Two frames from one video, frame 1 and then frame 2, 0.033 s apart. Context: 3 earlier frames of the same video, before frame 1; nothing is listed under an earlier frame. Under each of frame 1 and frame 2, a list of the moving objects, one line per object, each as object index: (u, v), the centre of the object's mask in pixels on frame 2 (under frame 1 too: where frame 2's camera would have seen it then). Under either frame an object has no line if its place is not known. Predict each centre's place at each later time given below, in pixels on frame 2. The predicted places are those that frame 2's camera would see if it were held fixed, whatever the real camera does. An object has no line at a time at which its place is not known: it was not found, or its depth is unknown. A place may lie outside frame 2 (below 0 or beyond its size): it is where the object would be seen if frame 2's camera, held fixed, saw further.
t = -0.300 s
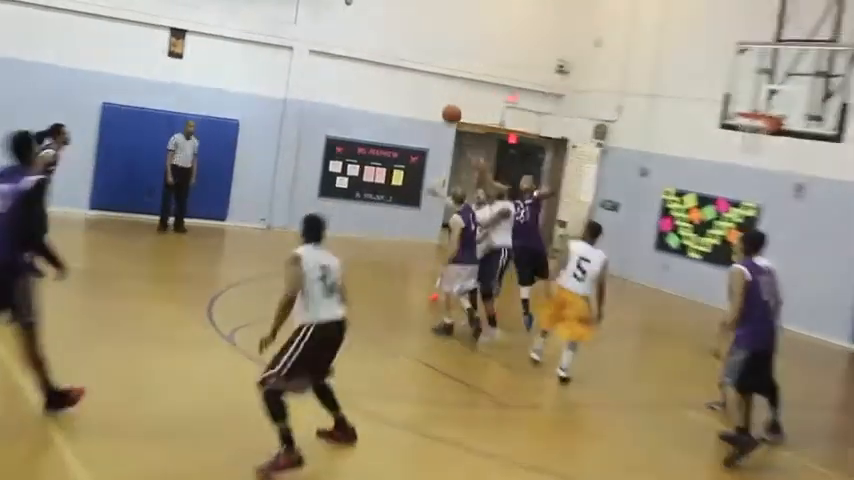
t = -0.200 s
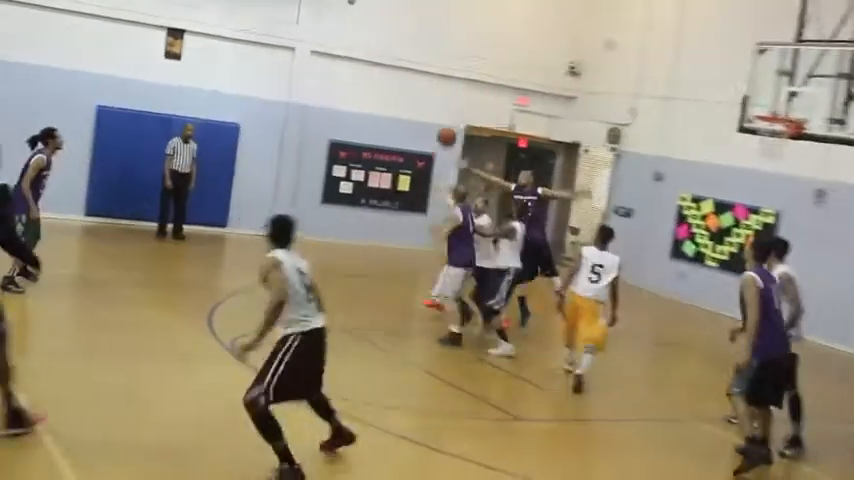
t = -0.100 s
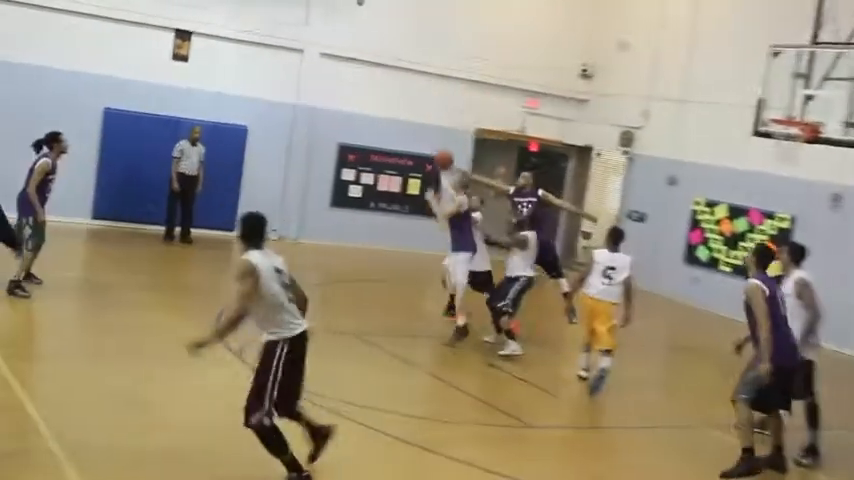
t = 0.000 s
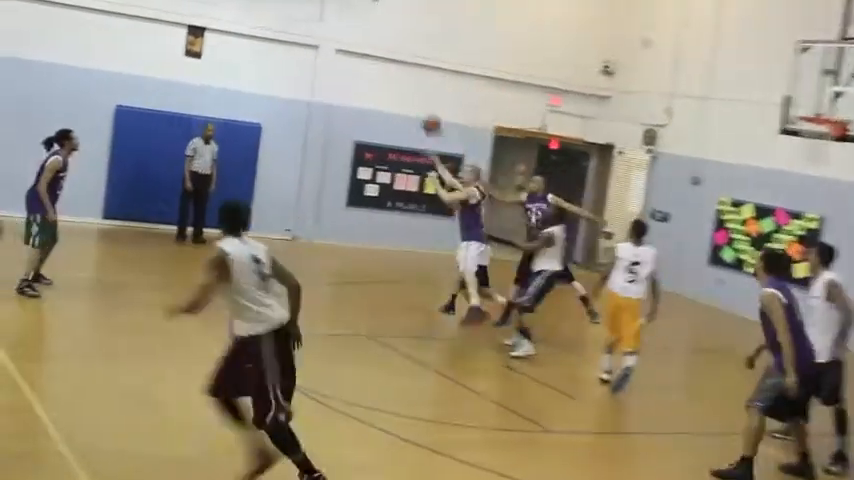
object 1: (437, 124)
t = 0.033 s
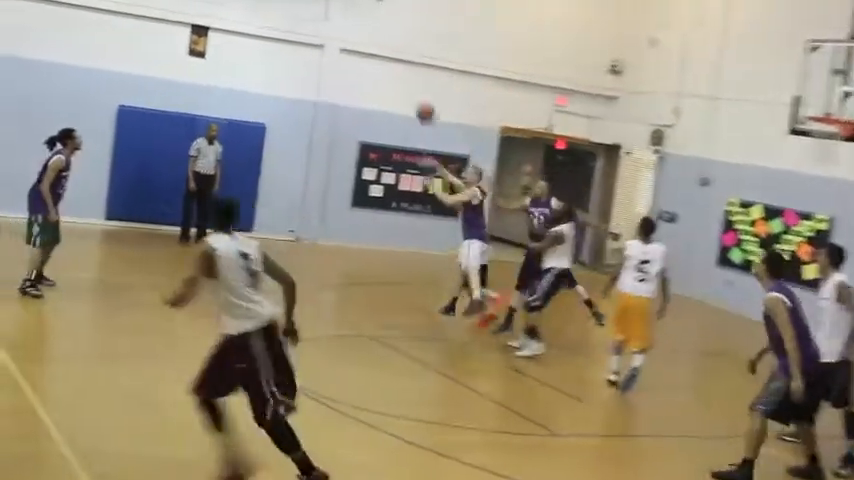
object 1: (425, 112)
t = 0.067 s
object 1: (414, 101)
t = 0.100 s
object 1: (403, 91)
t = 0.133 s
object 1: (392, 82)
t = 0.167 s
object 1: (379, 74)
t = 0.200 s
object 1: (368, 66)
